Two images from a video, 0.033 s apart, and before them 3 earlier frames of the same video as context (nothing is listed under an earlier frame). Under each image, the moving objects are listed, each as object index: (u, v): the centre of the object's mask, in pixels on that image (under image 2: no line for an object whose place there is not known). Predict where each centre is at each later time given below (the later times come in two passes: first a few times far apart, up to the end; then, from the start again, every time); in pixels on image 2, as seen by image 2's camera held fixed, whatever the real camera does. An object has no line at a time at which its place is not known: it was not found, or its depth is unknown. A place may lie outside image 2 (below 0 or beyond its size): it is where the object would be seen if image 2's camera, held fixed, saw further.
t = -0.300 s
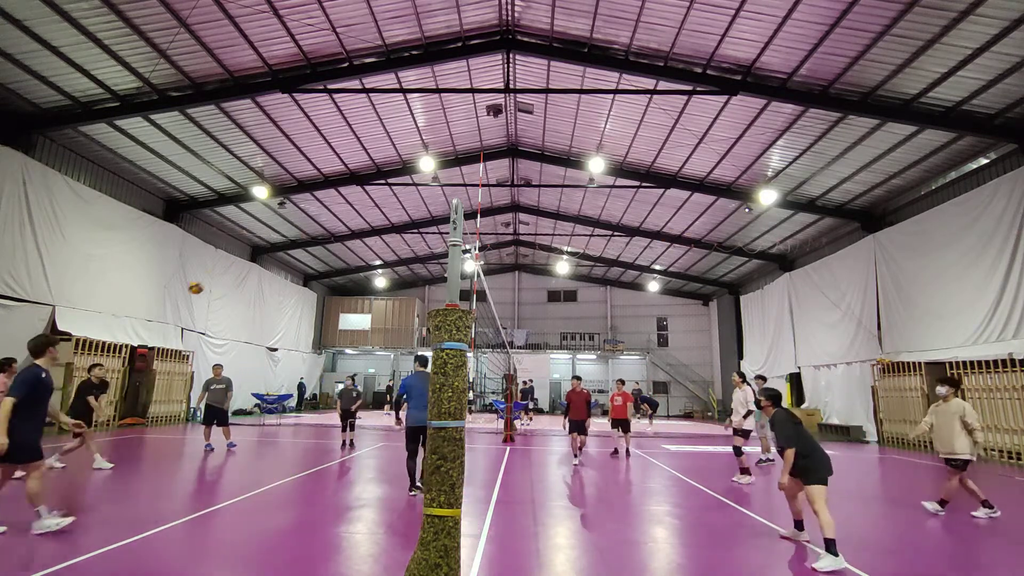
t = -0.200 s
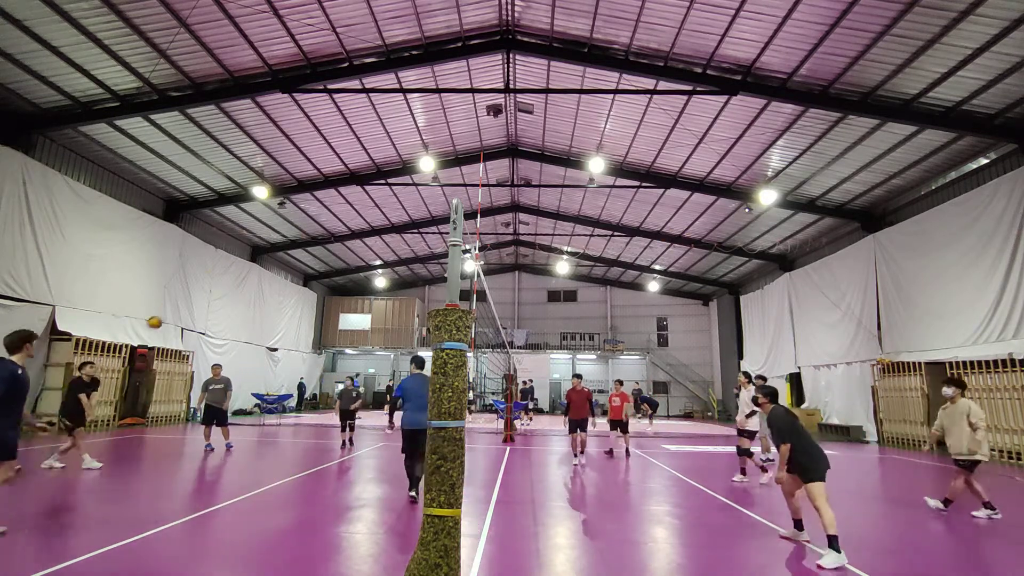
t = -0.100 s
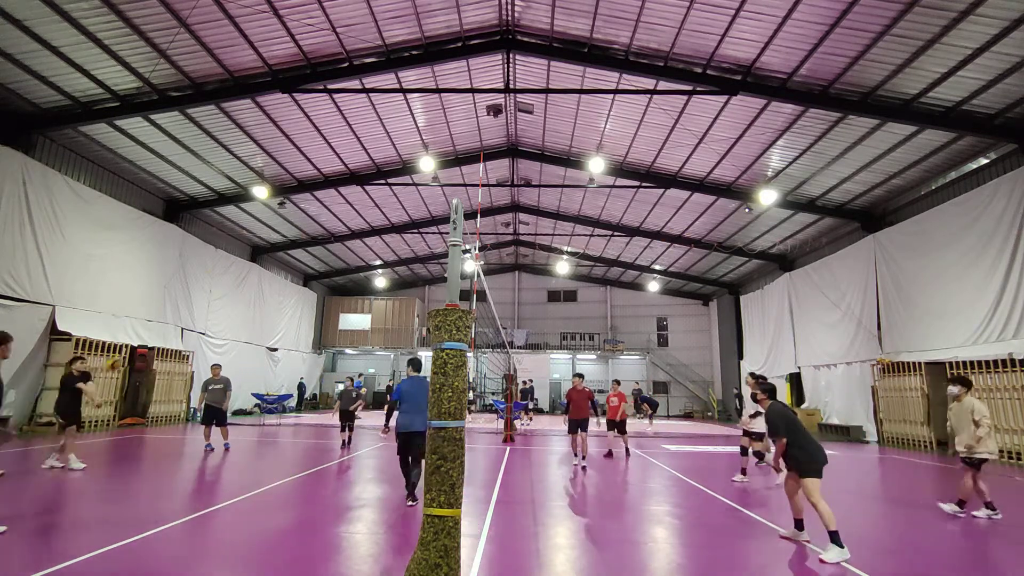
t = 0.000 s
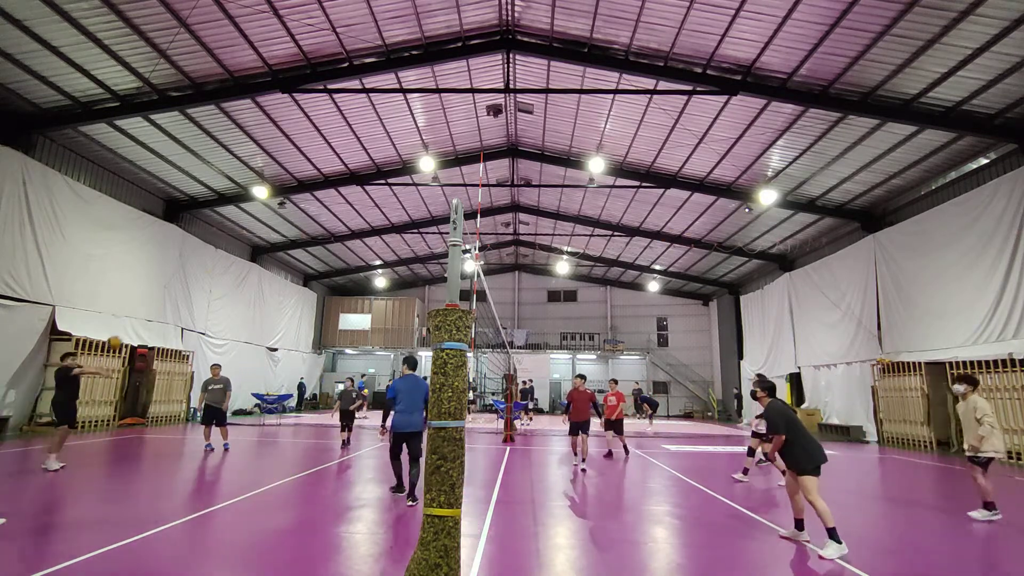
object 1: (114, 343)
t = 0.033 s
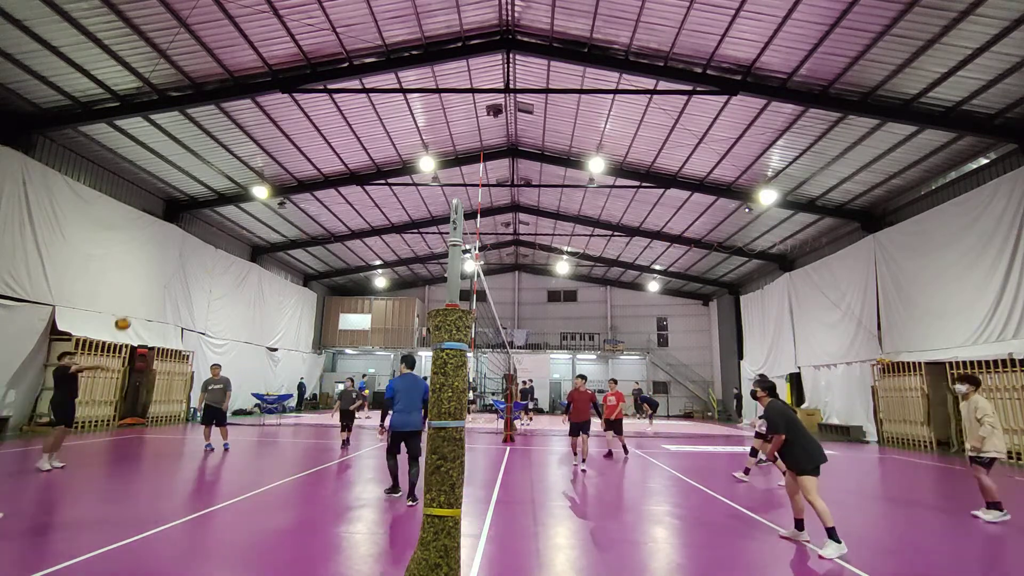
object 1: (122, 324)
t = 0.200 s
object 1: (159, 246)
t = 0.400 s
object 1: (196, 180)
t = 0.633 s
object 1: (232, 134)
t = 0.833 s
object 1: (258, 121)
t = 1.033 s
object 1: (283, 131)
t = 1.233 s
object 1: (306, 167)
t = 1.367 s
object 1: (319, 207)
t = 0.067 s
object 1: (130, 307)
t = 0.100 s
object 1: (138, 290)
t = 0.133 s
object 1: (145, 274)
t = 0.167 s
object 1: (153, 260)
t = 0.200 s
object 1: (159, 246)
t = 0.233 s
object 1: (166, 233)
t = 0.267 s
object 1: (173, 220)
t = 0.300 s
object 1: (179, 210)
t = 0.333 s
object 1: (185, 199)
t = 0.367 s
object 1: (190, 189)
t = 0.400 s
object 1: (196, 180)
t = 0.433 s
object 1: (202, 172)
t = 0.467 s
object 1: (207, 163)
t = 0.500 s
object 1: (211, 156)
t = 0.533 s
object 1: (218, 150)
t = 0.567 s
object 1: (222, 143)
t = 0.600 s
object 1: (227, 139)
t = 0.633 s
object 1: (232, 134)
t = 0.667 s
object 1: (237, 130)
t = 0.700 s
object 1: (242, 127)
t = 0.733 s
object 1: (246, 125)
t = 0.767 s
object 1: (250, 122)
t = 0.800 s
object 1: (254, 121)
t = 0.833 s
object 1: (258, 121)
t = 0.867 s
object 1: (263, 121)
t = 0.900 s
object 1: (267, 122)
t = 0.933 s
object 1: (271, 123)
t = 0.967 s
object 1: (275, 125)
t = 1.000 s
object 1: (280, 128)
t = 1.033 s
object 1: (283, 131)
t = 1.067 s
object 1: (288, 136)
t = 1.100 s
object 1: (292, 141)
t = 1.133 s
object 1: (295, 146)
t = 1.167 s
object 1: (299, 153)
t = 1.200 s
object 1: (302, 159)
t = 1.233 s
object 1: (306, 167)
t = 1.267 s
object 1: (309, 177)
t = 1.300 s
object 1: (313, 185)
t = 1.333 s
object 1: (315, 195)
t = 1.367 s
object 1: (319, 207)
